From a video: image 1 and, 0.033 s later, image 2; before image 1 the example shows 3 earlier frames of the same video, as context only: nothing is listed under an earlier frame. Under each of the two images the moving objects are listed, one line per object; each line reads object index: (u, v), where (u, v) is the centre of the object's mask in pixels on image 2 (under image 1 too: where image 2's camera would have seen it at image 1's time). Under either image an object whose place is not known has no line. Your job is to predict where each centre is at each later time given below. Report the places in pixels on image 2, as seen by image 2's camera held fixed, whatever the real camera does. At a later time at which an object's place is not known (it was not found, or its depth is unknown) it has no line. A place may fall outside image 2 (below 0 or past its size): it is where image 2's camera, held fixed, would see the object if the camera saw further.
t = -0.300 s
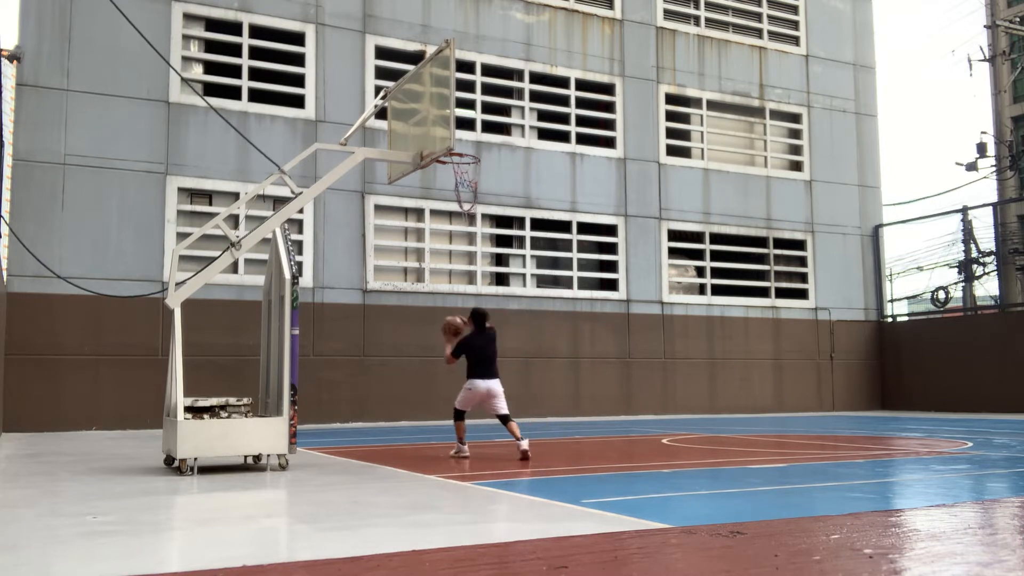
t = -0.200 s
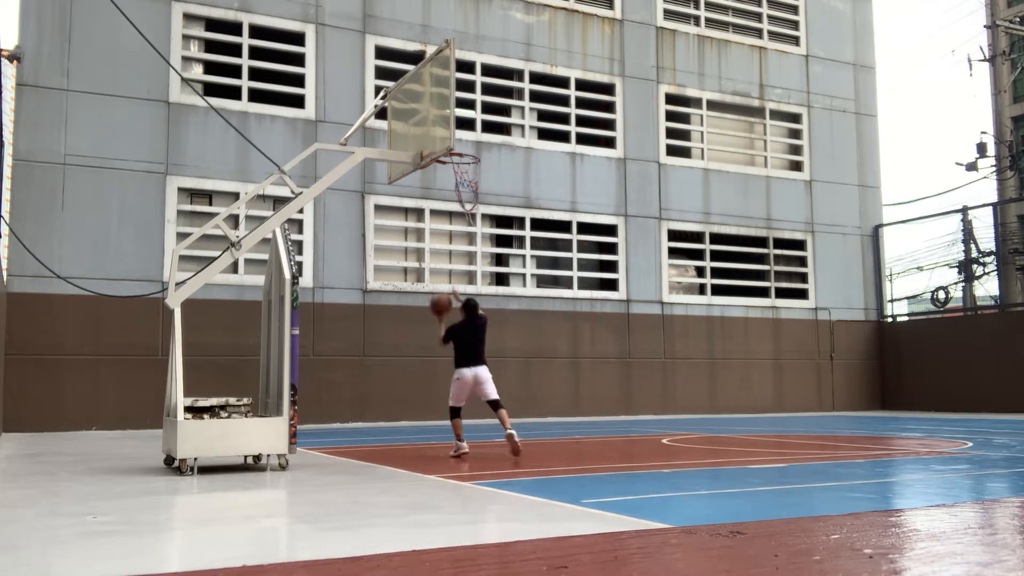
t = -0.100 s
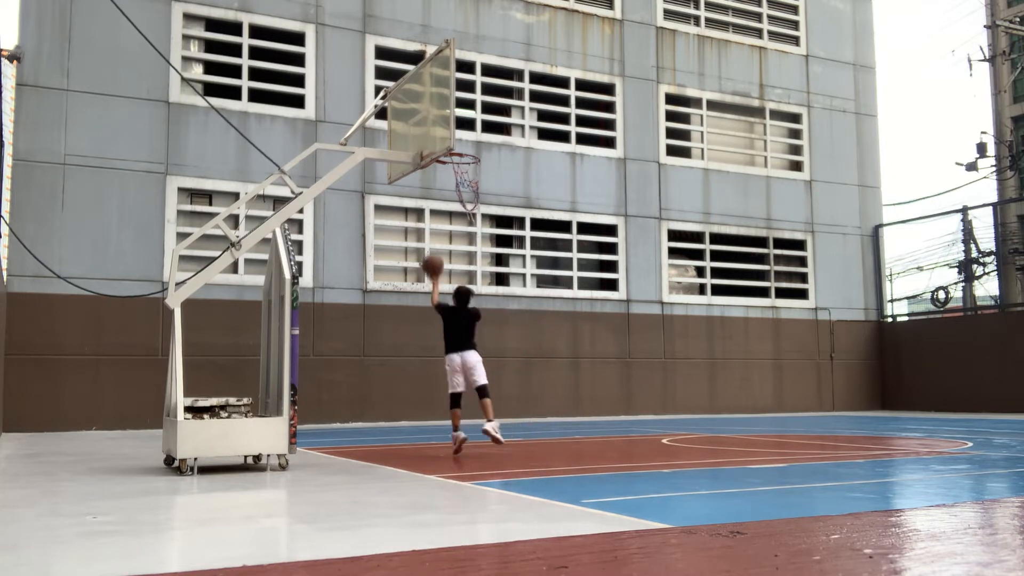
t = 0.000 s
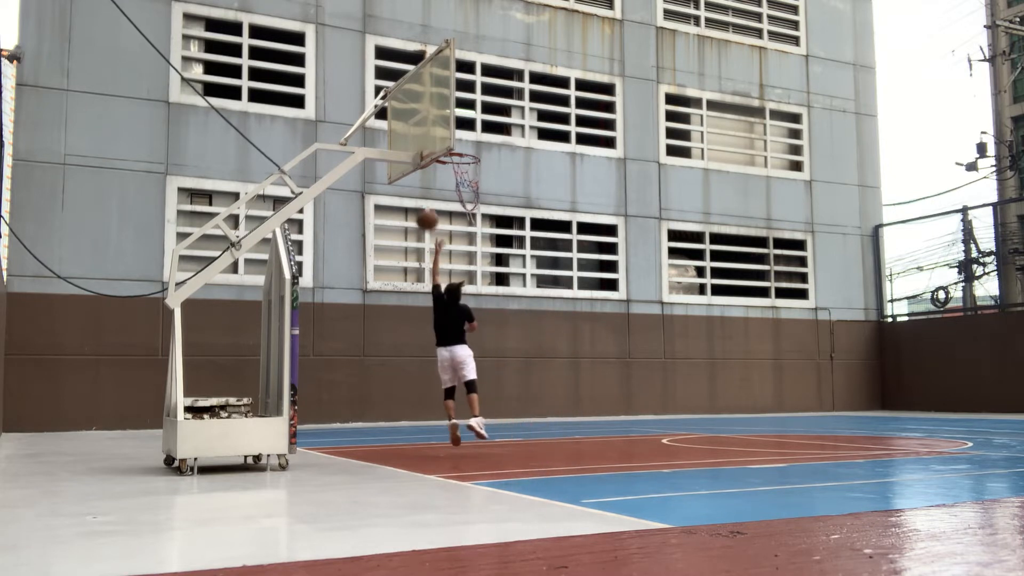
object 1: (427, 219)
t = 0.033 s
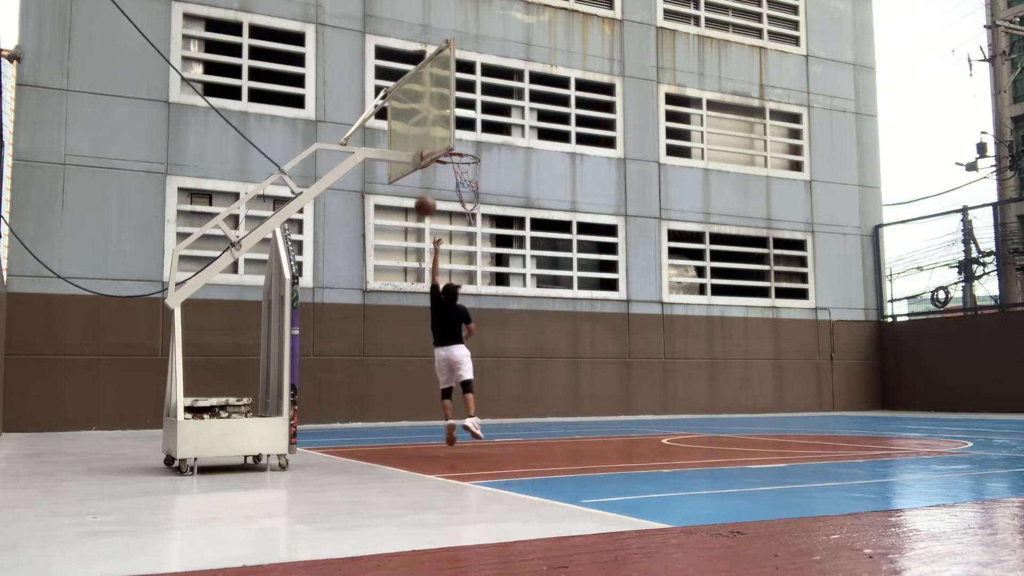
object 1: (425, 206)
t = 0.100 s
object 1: (421, 181)
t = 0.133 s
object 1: (421, 175)
